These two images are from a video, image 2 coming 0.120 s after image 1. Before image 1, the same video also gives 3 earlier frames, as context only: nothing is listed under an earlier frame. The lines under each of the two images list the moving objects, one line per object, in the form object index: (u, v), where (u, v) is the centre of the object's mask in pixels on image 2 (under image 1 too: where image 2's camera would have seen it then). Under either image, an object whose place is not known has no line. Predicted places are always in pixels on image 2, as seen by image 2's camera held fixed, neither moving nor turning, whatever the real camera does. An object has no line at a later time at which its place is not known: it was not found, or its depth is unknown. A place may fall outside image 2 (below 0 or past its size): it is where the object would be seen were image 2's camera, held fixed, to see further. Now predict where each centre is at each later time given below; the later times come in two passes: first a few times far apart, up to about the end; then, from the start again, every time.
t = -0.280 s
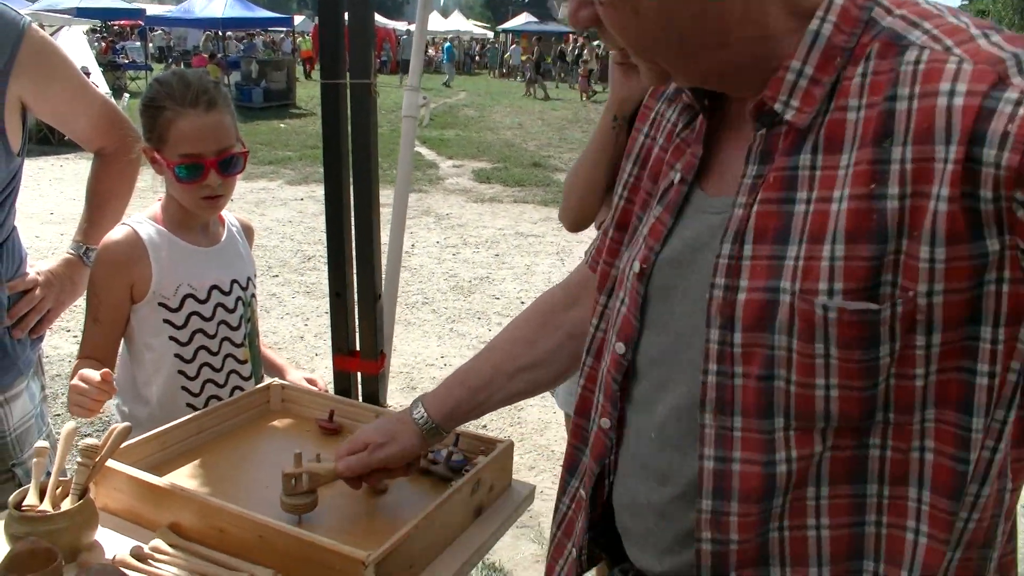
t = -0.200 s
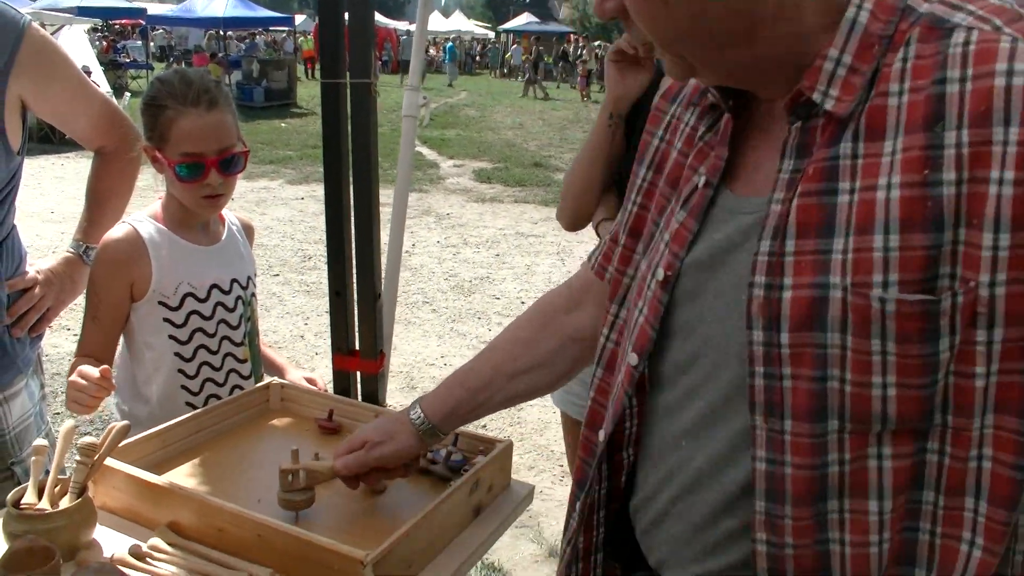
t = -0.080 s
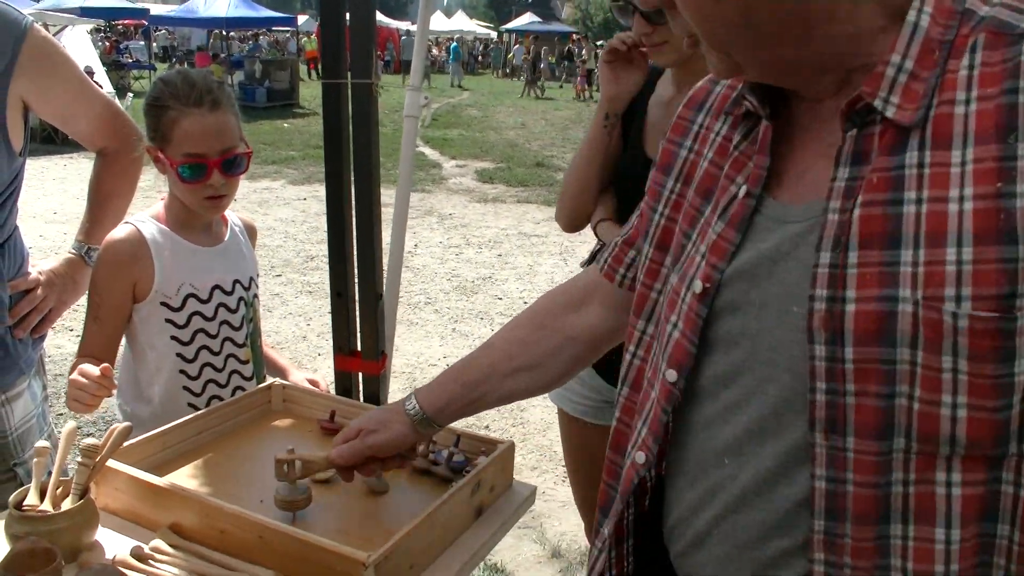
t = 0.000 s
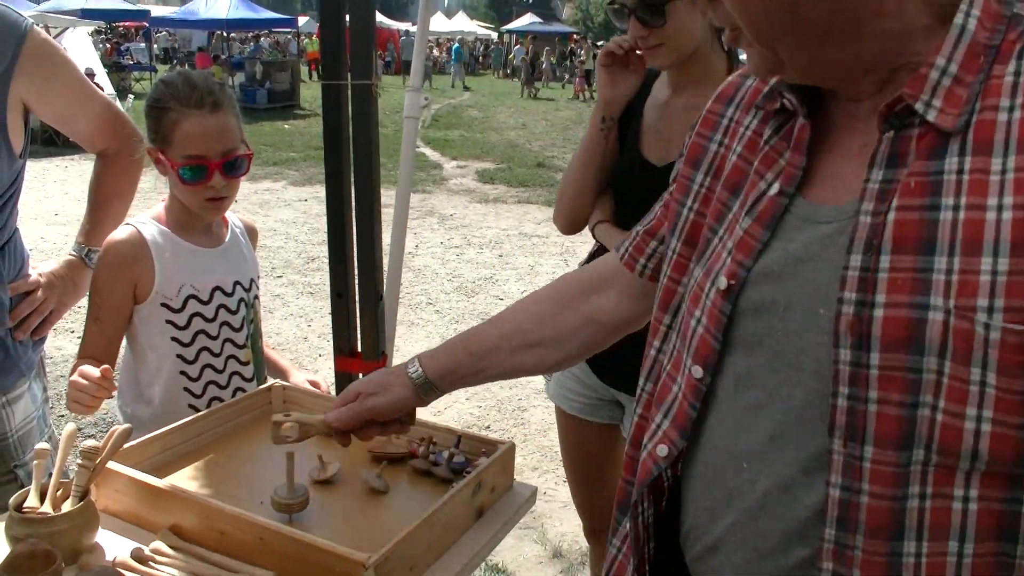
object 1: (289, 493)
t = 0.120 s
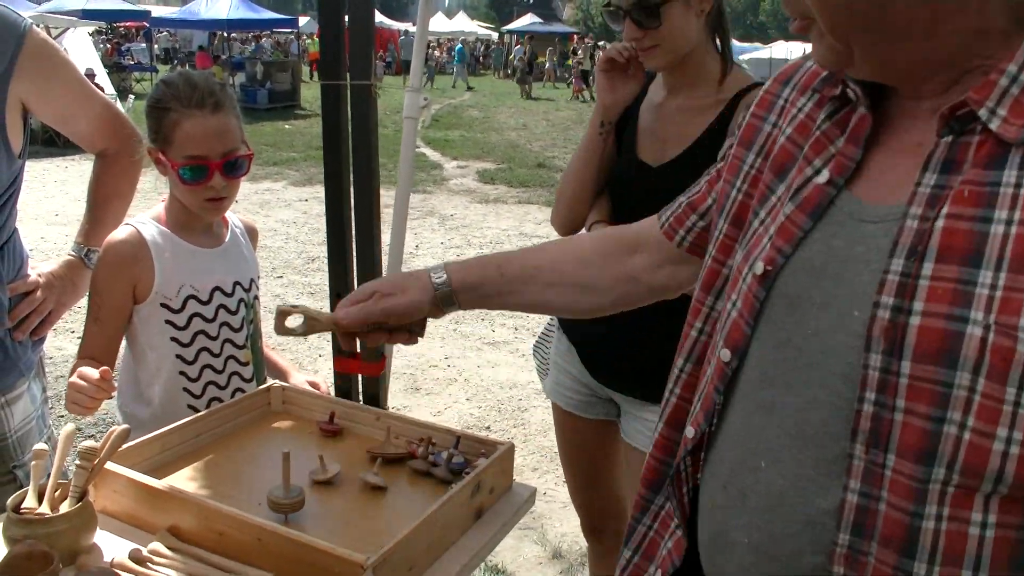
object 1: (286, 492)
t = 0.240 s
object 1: (285, 491)
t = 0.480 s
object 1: (289, 487)
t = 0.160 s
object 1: (286, 492)
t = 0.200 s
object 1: (285, 491)
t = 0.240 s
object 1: (285, 491)
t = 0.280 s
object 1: (285, 490)
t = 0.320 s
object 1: (286, 490)
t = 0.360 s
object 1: (287, 489)
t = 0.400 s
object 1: (288, 488)
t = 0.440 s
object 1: (288, 488)
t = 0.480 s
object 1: (289, 487)
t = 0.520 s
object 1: (290, 486)
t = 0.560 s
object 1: (291, 485)
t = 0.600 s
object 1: (292, 484)
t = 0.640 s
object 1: (293, 484)
